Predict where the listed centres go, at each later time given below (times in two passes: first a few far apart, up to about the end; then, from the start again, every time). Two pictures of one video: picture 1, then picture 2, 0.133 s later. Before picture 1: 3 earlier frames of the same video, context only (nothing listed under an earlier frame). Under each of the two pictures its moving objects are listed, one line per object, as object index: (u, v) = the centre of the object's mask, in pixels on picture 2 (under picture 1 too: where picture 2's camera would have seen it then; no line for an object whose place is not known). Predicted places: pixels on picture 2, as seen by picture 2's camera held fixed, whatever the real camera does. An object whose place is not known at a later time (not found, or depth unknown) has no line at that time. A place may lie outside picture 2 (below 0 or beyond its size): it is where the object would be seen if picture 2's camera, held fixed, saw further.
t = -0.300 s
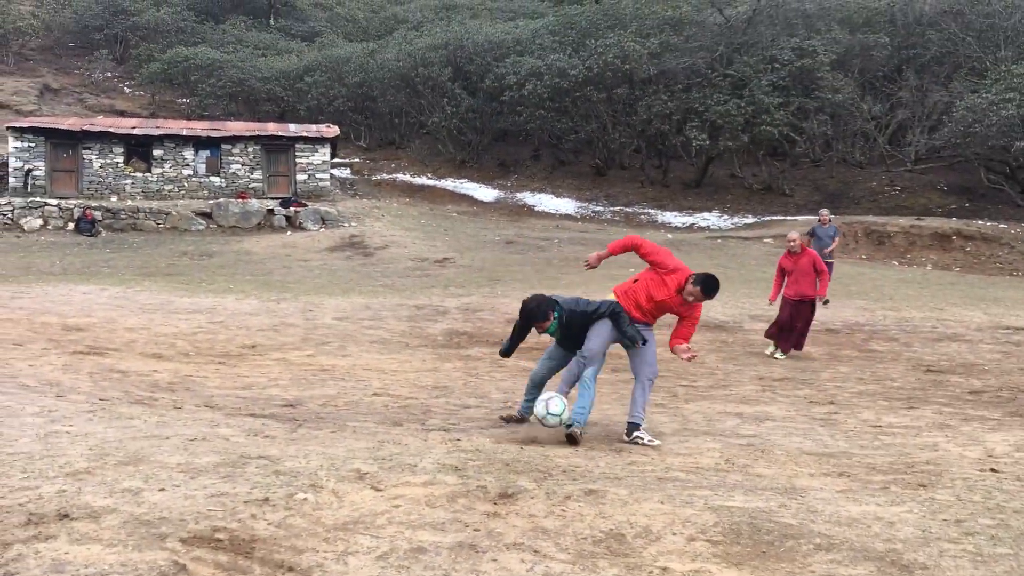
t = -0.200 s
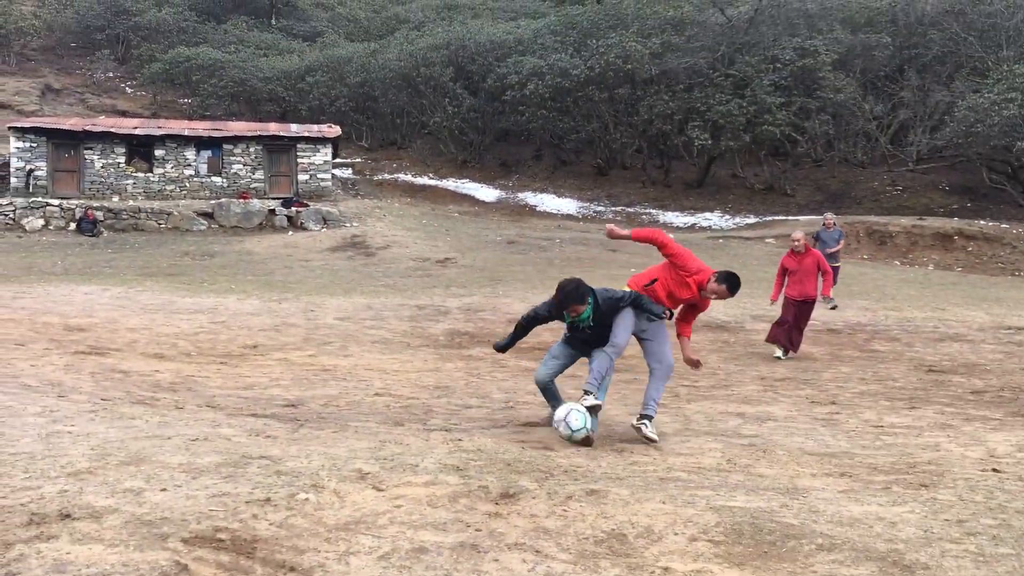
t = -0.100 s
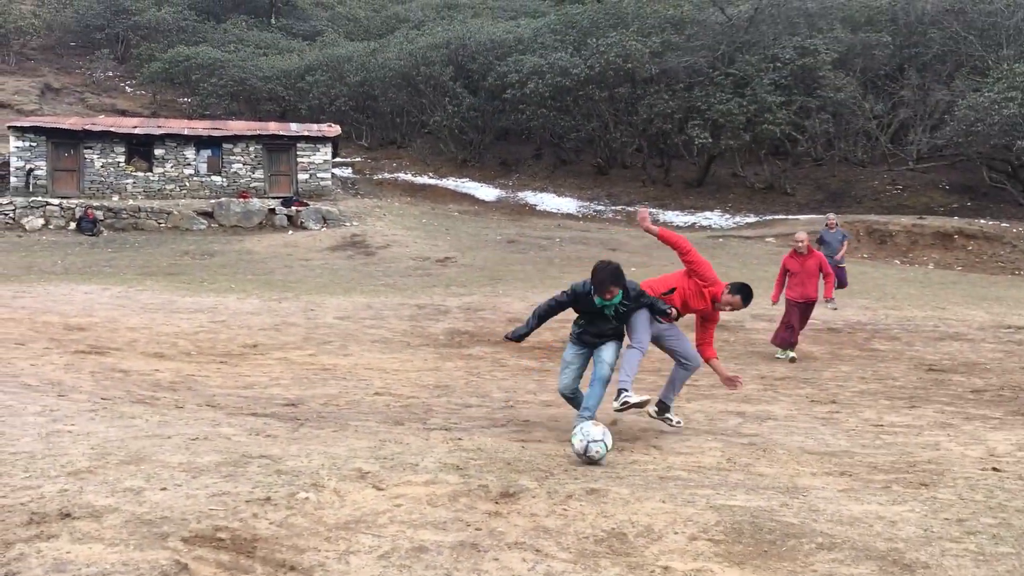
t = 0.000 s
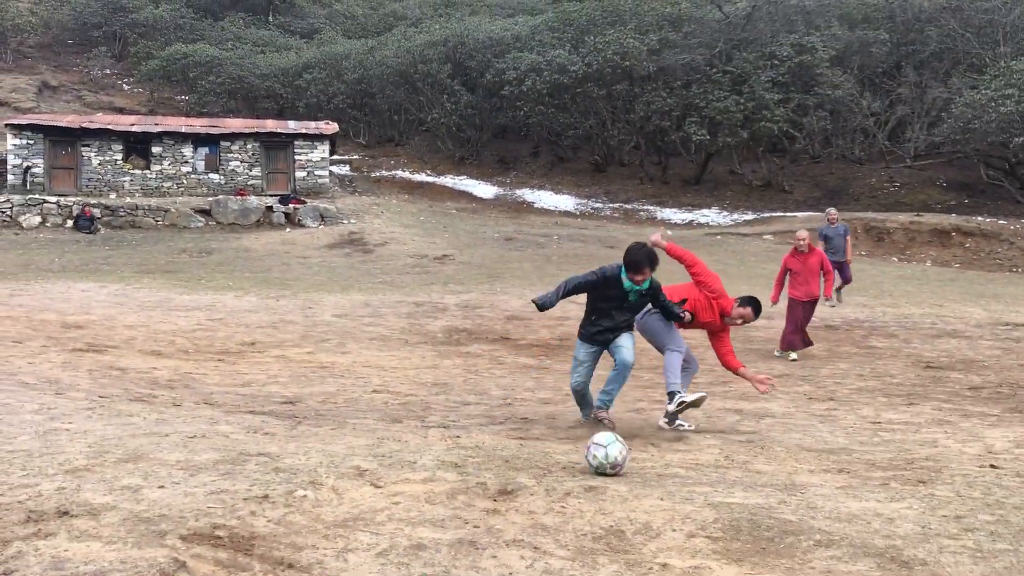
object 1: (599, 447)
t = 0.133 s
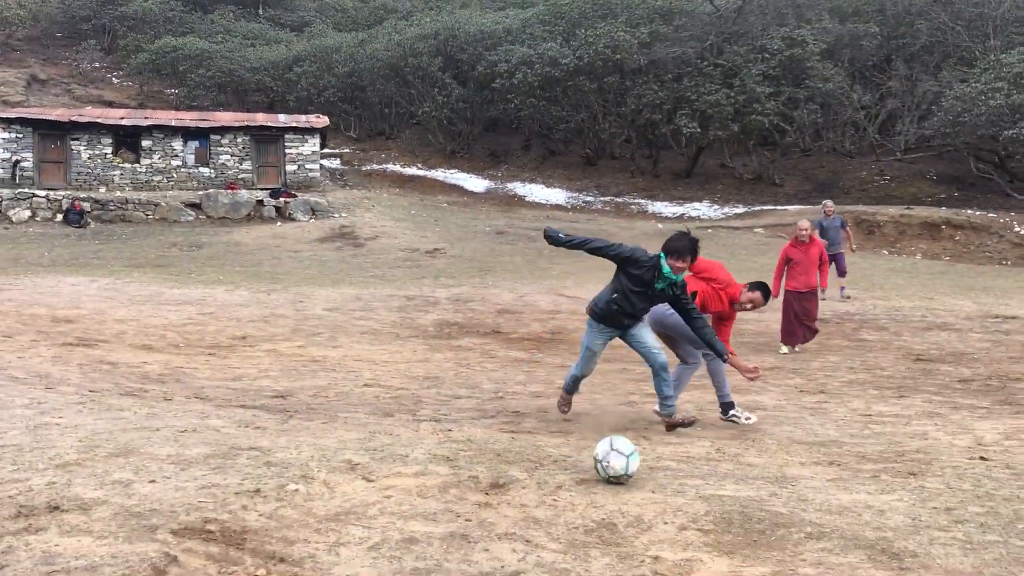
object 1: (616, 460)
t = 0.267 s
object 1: (637, 483)
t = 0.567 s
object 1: (690, 532)
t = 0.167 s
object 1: (621, 465)
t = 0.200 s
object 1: (627, 471)
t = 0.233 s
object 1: (632, 476)
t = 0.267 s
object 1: (637, 483)
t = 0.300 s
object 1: (642, 487)
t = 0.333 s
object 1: (647, 490)
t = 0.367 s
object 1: (652, 495)
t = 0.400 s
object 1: (658, 503)
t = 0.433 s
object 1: (664, 514)
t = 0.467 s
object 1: (670, 523)
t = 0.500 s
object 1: (675, 523)
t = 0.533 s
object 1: (682, 526)
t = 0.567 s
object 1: (690, 532)
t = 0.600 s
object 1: (697, 541)
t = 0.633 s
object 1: (705, 556)
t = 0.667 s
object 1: (714, 573)
